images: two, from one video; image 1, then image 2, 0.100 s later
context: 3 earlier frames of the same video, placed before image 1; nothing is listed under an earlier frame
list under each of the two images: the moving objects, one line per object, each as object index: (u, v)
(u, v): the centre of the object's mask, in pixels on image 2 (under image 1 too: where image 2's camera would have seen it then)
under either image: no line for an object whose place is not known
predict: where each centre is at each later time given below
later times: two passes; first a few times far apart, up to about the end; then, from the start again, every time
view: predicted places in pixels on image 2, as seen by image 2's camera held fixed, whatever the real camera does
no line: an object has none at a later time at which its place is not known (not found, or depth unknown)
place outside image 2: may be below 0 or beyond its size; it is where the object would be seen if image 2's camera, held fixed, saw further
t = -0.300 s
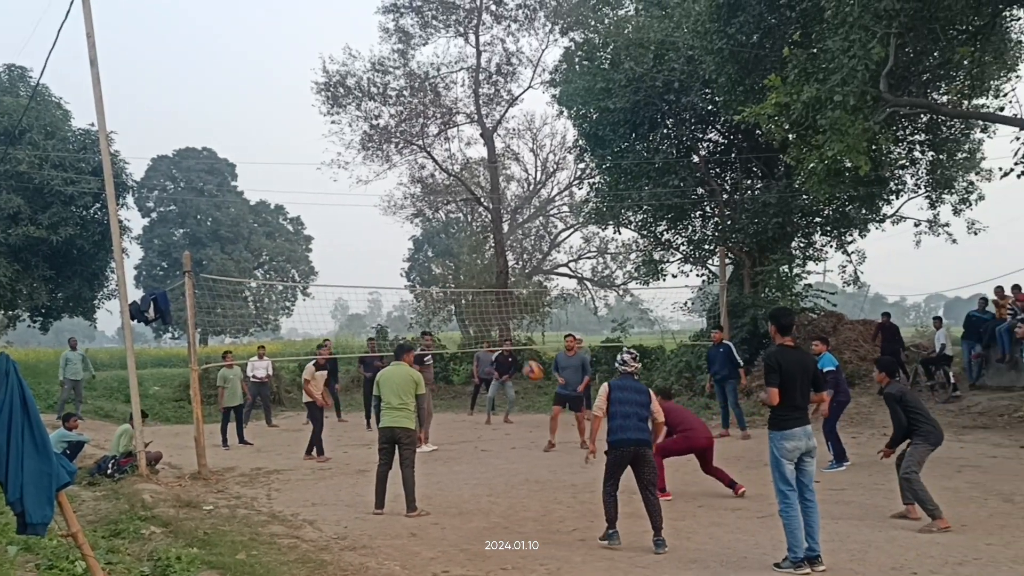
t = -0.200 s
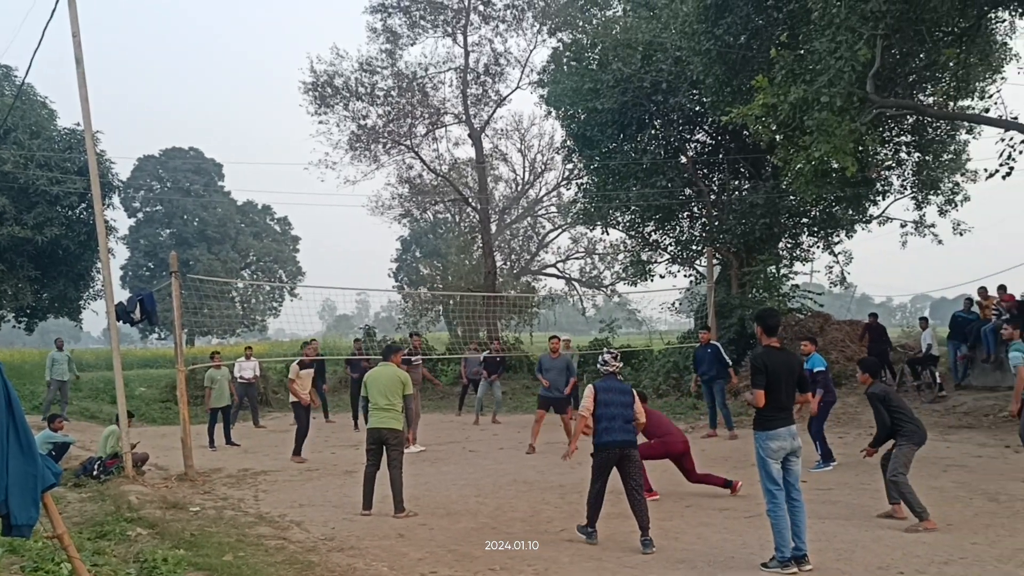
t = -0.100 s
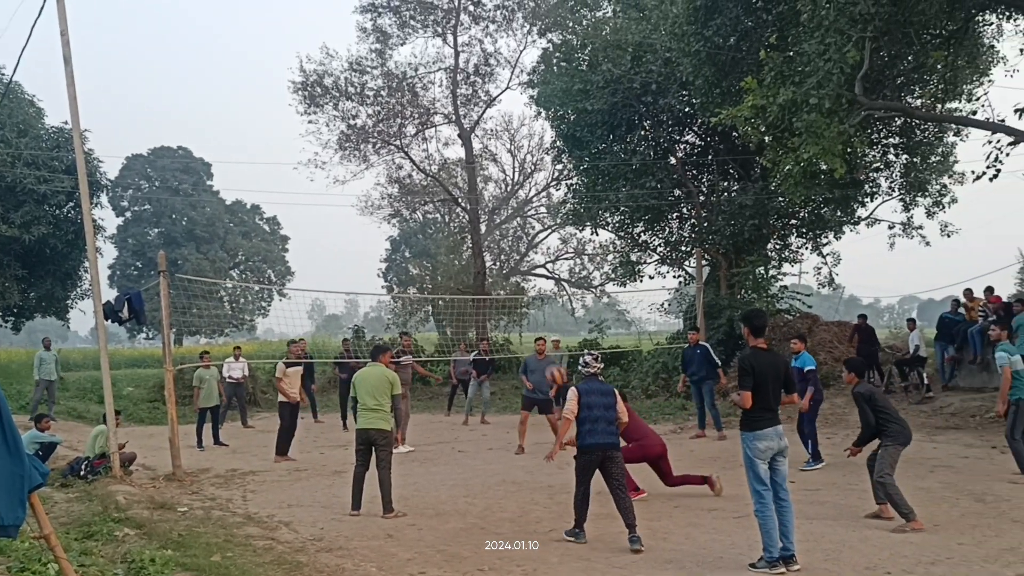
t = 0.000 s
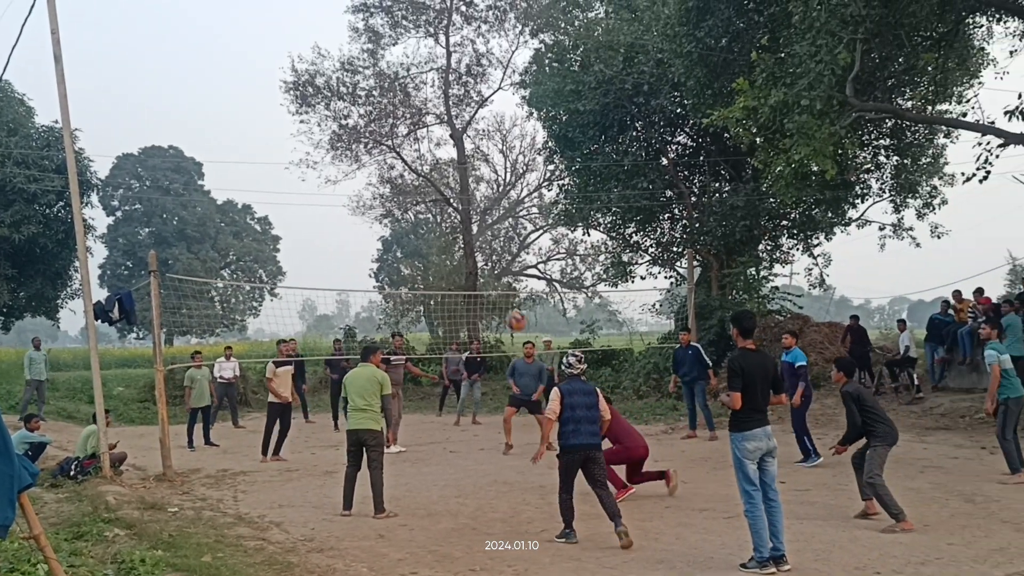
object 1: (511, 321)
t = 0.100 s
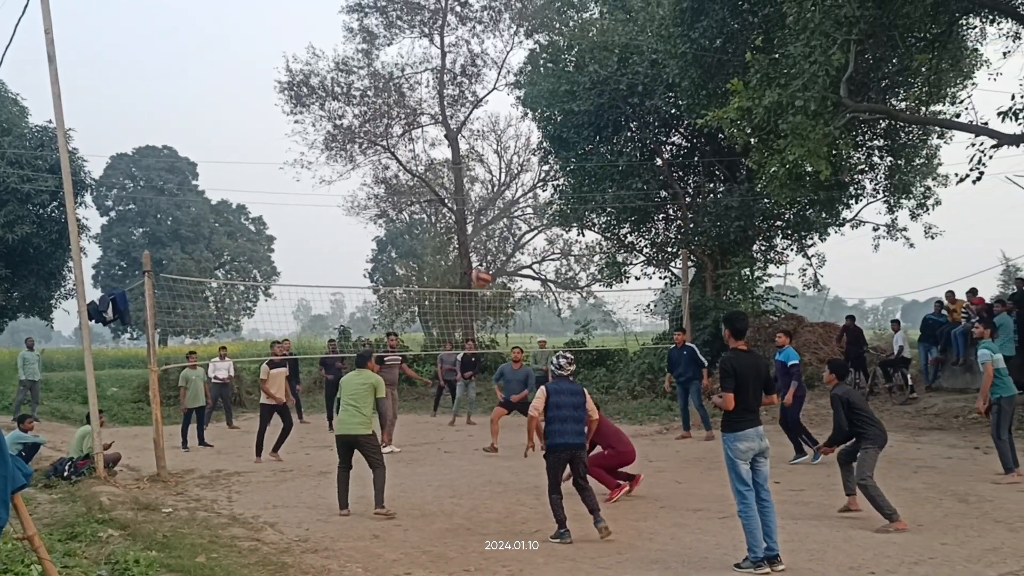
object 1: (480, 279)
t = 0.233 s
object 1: (445, 237)
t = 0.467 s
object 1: (390, 200)
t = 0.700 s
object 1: (342, 207)
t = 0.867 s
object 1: (311, 236)
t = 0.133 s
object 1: (470, 265)
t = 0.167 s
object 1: (464, 255)
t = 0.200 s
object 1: (454, 245)
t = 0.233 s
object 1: (445, 237)
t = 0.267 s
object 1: (437, 227)
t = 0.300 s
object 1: (428, 221)
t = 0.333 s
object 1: (420, 214)
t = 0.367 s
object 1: (411, 210)
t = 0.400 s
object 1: (404, 205)
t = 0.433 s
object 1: (397, 202)
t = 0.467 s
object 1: (390, 200)
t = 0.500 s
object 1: (383, 200)
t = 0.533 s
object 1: (376, 198)
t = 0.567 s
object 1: (368, 199)
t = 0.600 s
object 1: (361, 200)
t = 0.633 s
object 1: (354, 202)
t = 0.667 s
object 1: (348, 204)
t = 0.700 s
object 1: (342, 207)
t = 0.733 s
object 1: (335, 212)
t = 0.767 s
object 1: (329, 217)
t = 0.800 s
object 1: (322, 222)
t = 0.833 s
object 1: (316, 229)
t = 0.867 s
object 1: (311, 236)
